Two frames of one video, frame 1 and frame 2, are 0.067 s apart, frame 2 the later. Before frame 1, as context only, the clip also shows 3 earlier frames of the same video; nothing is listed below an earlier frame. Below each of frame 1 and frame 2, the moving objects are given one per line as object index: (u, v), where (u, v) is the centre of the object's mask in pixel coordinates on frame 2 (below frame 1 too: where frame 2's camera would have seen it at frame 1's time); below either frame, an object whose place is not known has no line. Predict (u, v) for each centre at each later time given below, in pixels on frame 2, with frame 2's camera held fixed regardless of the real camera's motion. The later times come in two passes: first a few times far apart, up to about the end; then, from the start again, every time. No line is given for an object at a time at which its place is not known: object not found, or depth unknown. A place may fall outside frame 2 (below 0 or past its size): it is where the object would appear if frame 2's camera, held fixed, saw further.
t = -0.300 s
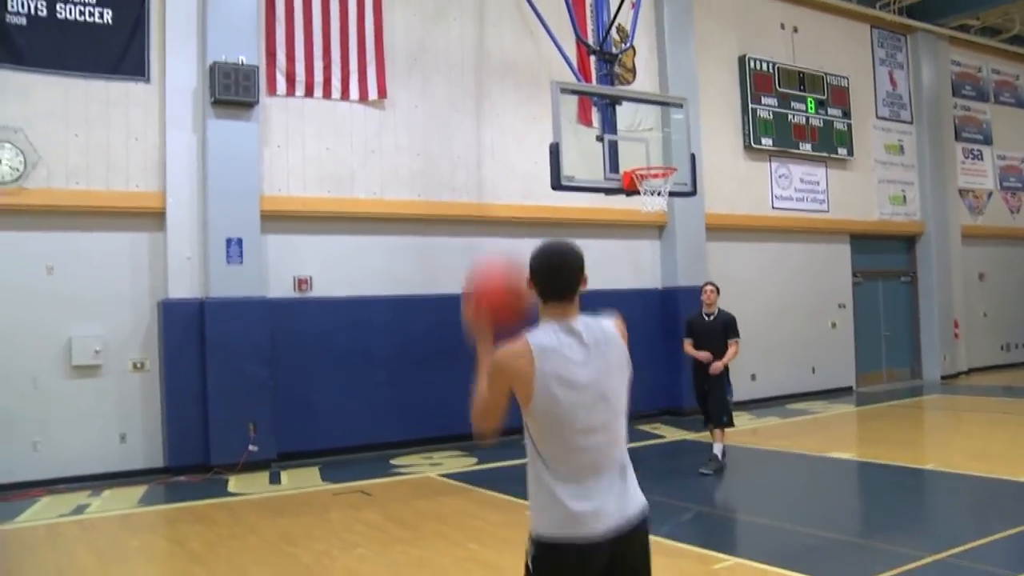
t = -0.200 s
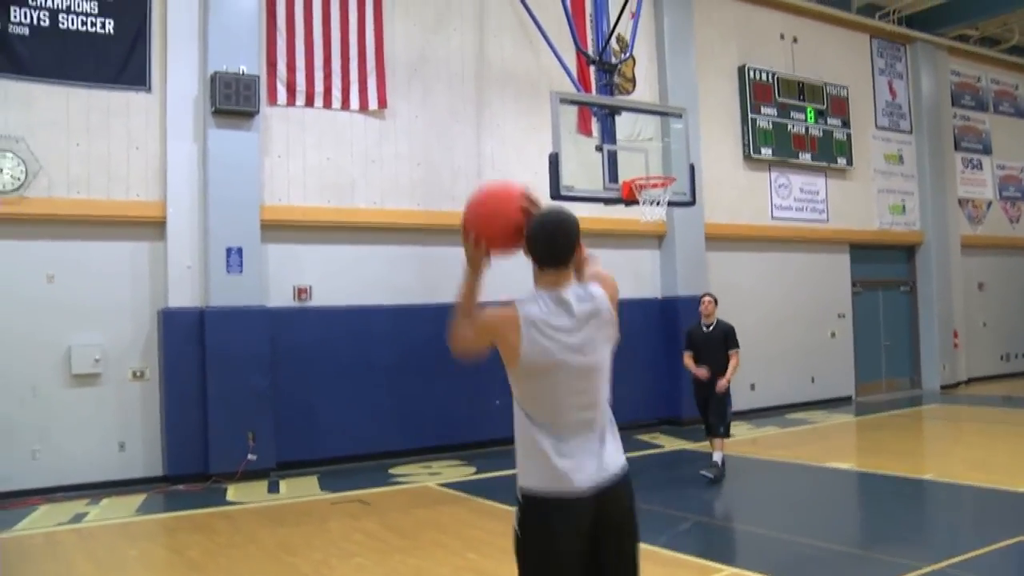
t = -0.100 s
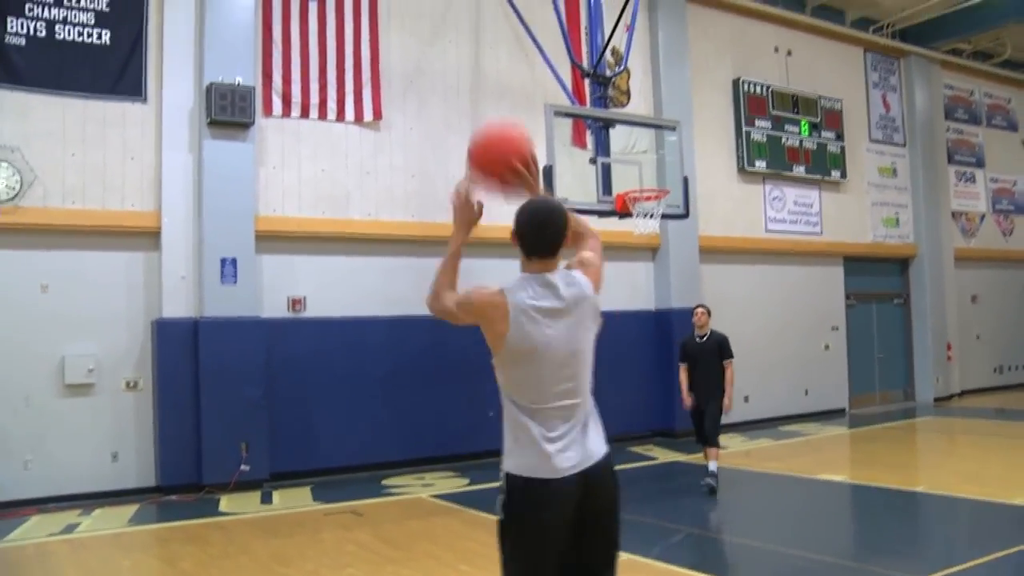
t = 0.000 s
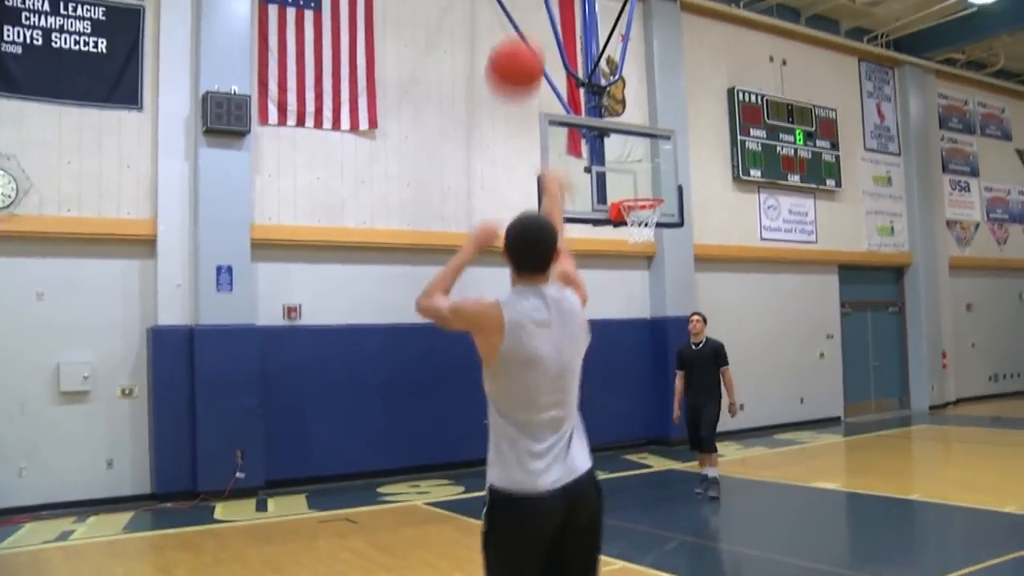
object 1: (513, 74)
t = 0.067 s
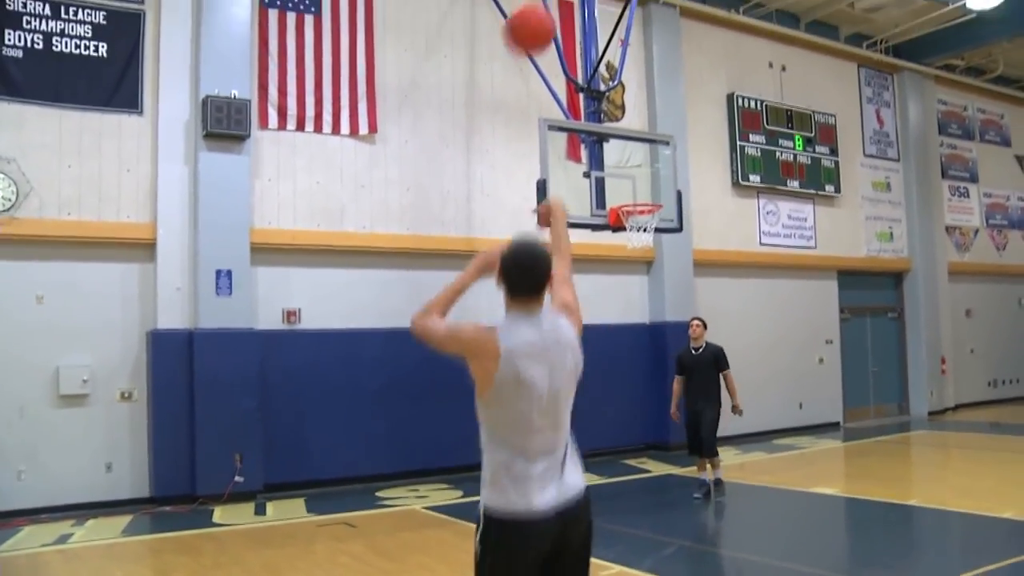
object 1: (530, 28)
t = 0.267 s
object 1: (563, -5)
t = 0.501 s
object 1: (590, 5)
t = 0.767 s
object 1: (611, 91)
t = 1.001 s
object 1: (626, 198)
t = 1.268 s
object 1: (620, 228)
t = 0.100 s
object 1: (537, 15)
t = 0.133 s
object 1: (543, 7)
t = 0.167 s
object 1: (548, 2)
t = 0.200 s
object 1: (554, -2)
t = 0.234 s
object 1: (559, -5)
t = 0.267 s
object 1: (563, -5)
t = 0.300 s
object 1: (566, -6)
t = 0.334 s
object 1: (571, -8)
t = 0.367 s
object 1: (575, -9)
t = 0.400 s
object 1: (579, -8)
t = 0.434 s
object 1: (583, -6)
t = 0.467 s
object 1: (586, -3)
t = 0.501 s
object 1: (590, 5)
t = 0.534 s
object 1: (593, 13)
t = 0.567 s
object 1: (596, 23)
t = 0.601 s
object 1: (599, 33)
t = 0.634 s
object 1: (600, 43)
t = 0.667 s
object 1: (603, 54)
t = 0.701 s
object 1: (606, 66)
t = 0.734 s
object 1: (608, 78)
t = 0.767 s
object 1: (611, 91)
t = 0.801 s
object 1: (612, 106)
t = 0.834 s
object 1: (615, 118)
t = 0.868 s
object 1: (617, 137)
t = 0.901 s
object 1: (620, 153)
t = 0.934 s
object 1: (622, 168)
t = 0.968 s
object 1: (624, 184)
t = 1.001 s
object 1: (626, 198)
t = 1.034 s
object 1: (638, 206)
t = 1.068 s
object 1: (648, 212)
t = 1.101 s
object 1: (647, 214)
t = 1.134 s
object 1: (644, 217)
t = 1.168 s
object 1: (639, 220)
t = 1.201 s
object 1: (633, 224)
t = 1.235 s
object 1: (627, 225)
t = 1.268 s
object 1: (620, 228)
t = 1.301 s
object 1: (618, 229)
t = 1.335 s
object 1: (617, 231)
